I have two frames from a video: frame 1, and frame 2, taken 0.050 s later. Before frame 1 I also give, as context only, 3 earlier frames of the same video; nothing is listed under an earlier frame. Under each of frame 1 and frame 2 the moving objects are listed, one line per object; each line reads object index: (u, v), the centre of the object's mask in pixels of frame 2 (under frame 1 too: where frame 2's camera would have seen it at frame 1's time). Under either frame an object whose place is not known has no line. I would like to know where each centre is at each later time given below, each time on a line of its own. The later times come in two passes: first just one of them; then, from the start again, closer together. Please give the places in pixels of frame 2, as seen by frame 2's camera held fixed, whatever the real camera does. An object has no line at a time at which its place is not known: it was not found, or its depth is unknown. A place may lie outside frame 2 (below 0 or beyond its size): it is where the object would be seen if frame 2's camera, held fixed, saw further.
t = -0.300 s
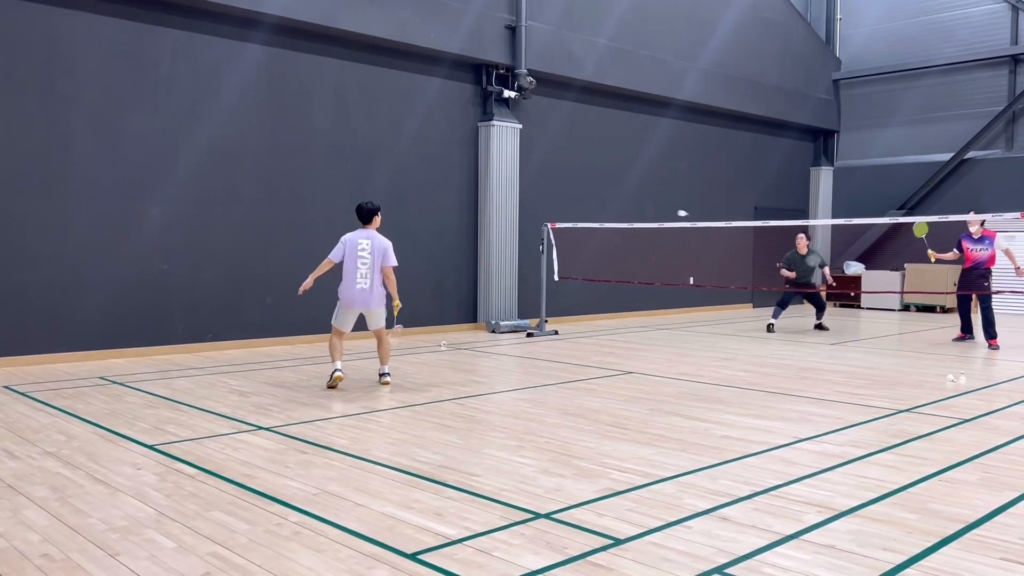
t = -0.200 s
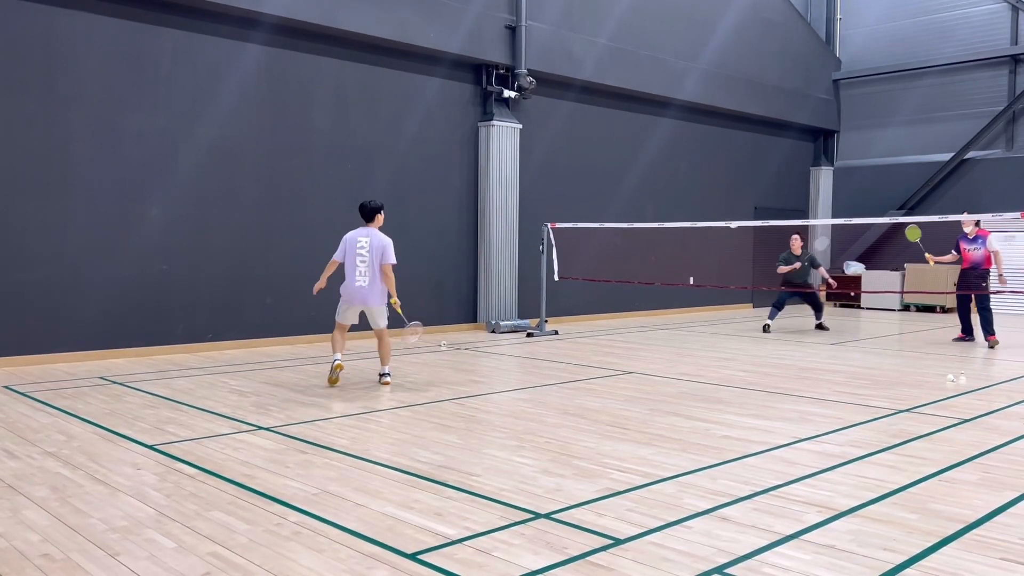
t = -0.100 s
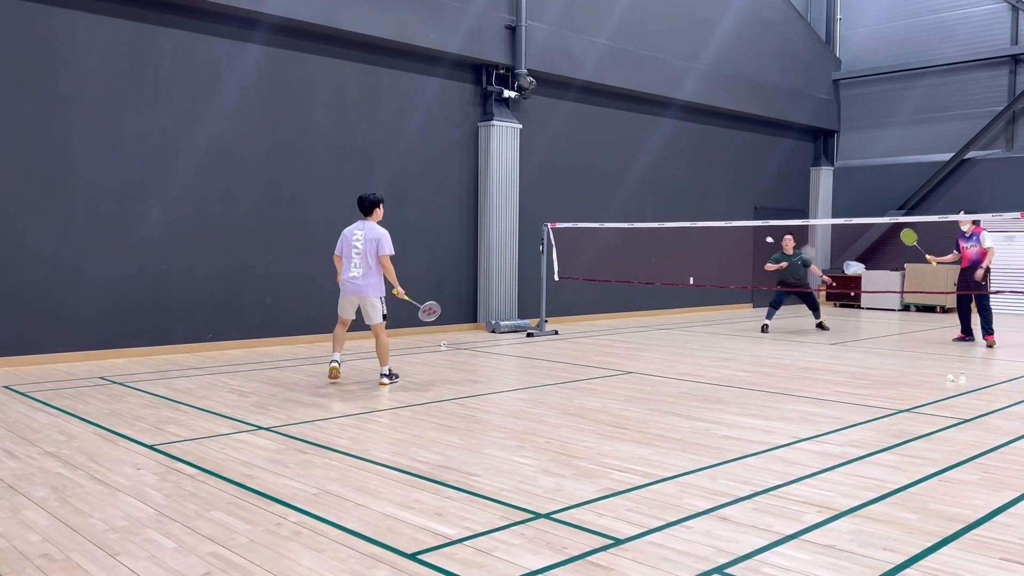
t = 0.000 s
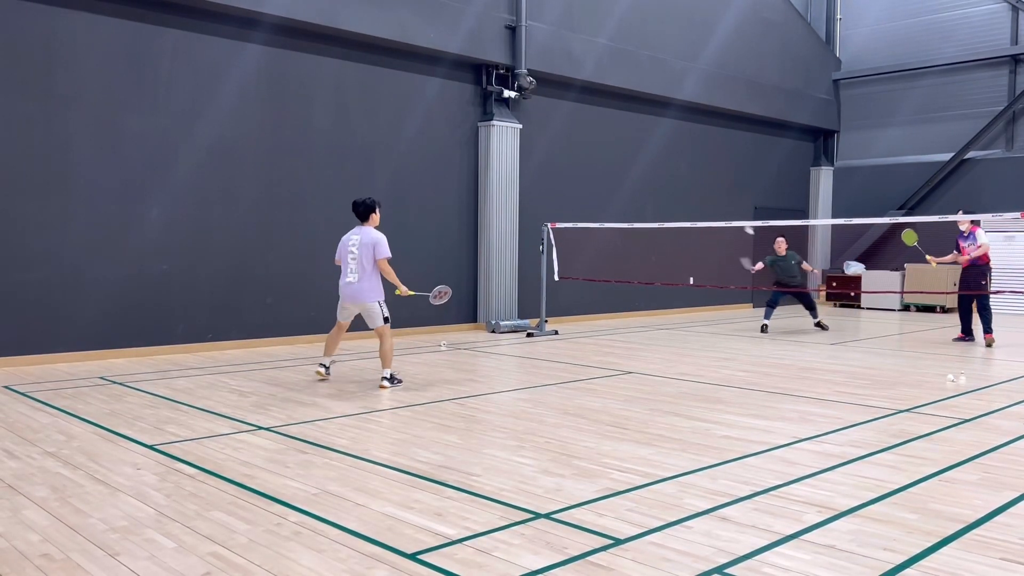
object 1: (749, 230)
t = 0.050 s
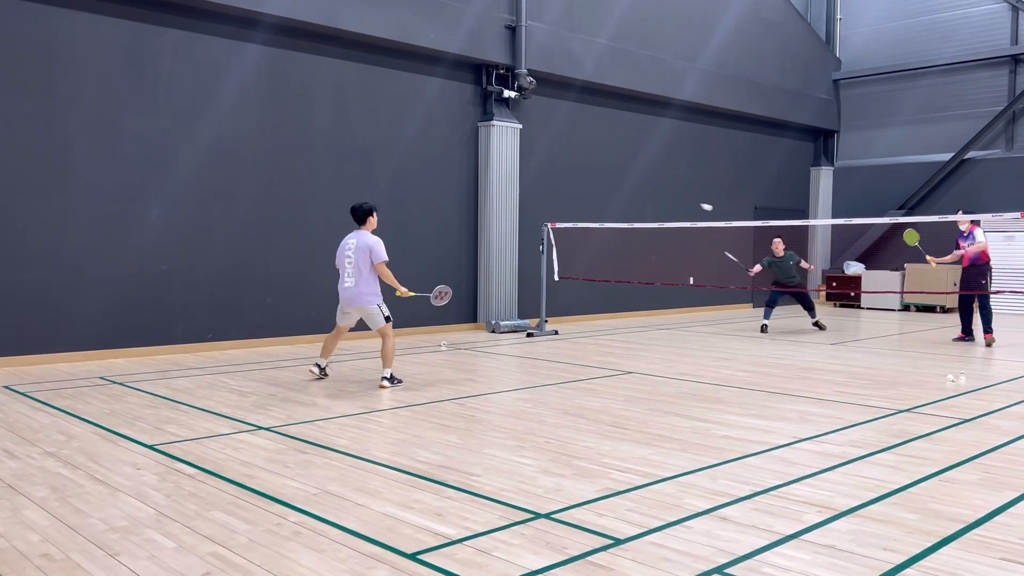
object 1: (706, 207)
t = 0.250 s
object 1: (564, 157)
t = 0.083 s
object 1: (679, 196)
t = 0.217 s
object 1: (586, 162)
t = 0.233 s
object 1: (575, 159)
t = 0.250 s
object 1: (564, 157)
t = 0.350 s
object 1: (504, 147)
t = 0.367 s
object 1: (493, 147)
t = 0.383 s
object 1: (484, 147)
